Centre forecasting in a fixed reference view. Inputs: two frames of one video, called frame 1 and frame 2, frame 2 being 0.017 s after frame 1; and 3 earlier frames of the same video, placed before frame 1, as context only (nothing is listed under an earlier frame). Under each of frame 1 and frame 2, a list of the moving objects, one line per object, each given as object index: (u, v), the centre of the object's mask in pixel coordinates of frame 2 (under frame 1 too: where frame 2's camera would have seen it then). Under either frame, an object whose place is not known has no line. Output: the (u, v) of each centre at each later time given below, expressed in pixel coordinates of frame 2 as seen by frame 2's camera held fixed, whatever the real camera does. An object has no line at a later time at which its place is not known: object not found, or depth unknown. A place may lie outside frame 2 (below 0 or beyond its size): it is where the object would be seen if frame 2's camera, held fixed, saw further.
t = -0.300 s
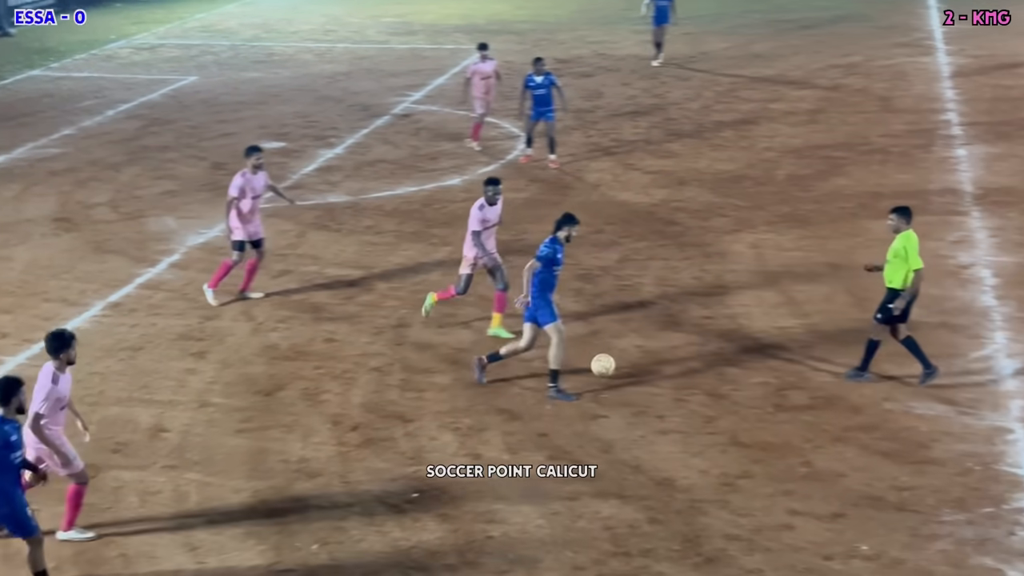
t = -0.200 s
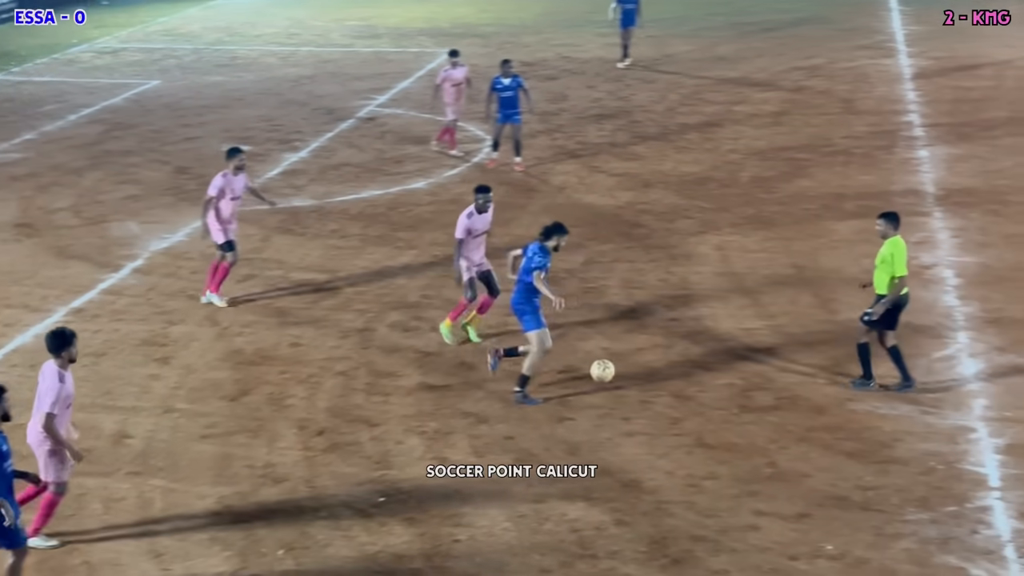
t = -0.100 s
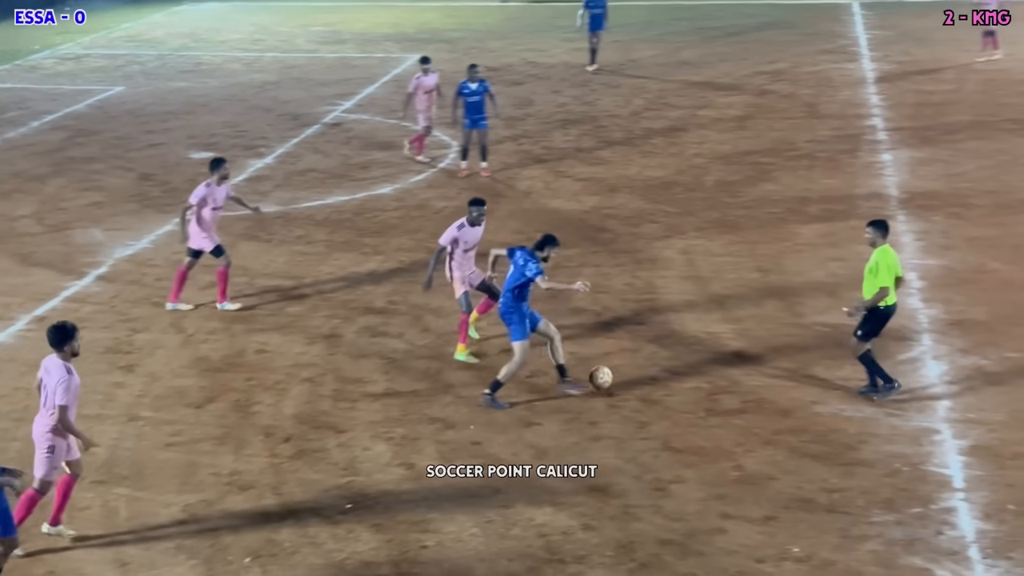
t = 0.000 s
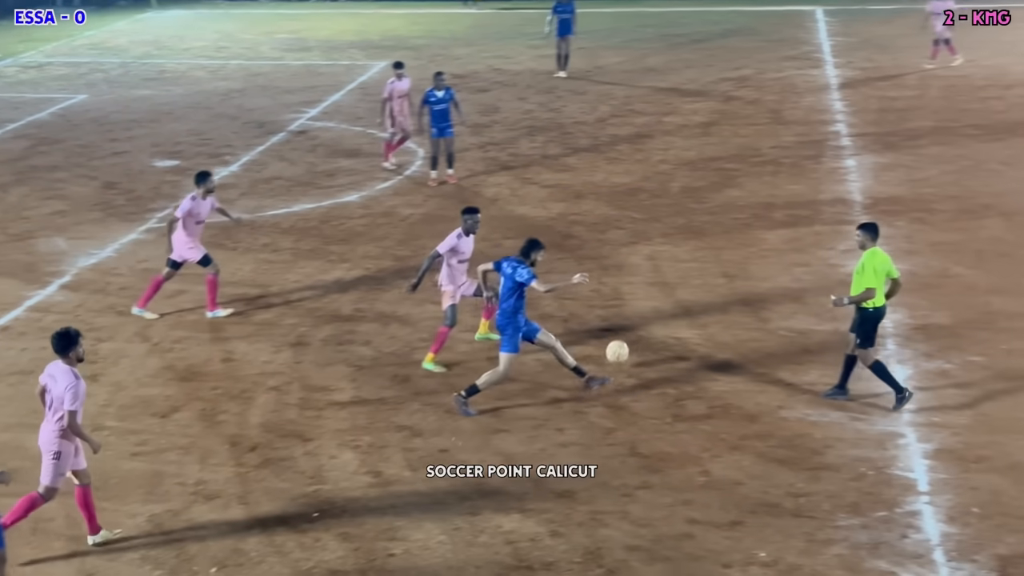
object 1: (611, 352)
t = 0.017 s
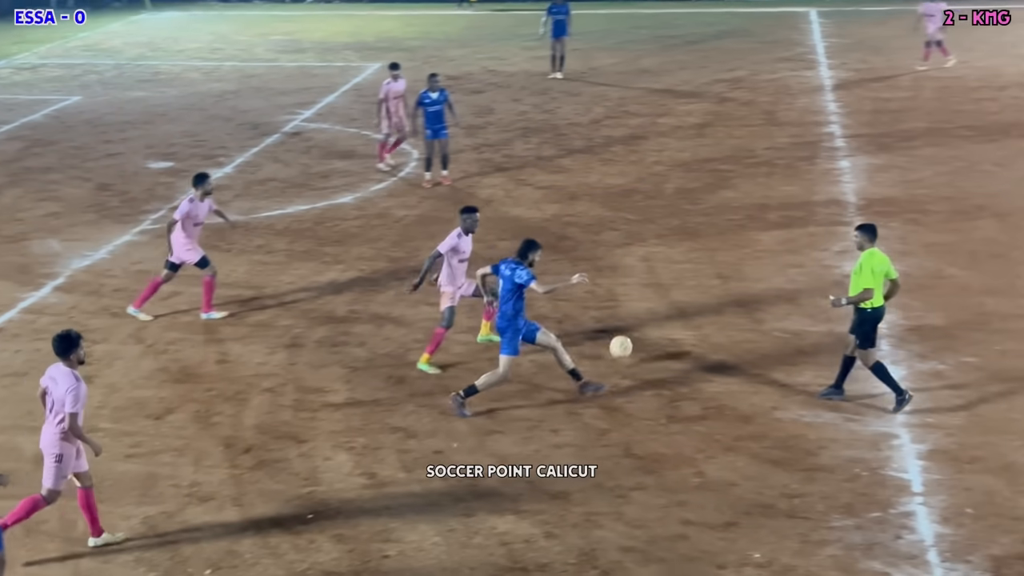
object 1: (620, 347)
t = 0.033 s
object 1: (630, 341)
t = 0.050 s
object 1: (638, 336)
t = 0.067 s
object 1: (646, 331)
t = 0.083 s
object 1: (654, 327)
